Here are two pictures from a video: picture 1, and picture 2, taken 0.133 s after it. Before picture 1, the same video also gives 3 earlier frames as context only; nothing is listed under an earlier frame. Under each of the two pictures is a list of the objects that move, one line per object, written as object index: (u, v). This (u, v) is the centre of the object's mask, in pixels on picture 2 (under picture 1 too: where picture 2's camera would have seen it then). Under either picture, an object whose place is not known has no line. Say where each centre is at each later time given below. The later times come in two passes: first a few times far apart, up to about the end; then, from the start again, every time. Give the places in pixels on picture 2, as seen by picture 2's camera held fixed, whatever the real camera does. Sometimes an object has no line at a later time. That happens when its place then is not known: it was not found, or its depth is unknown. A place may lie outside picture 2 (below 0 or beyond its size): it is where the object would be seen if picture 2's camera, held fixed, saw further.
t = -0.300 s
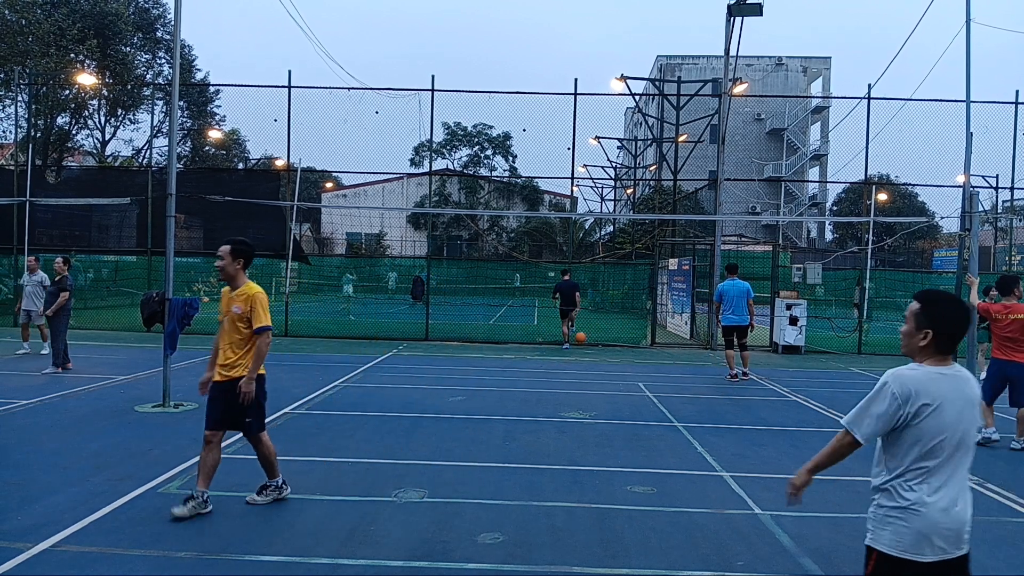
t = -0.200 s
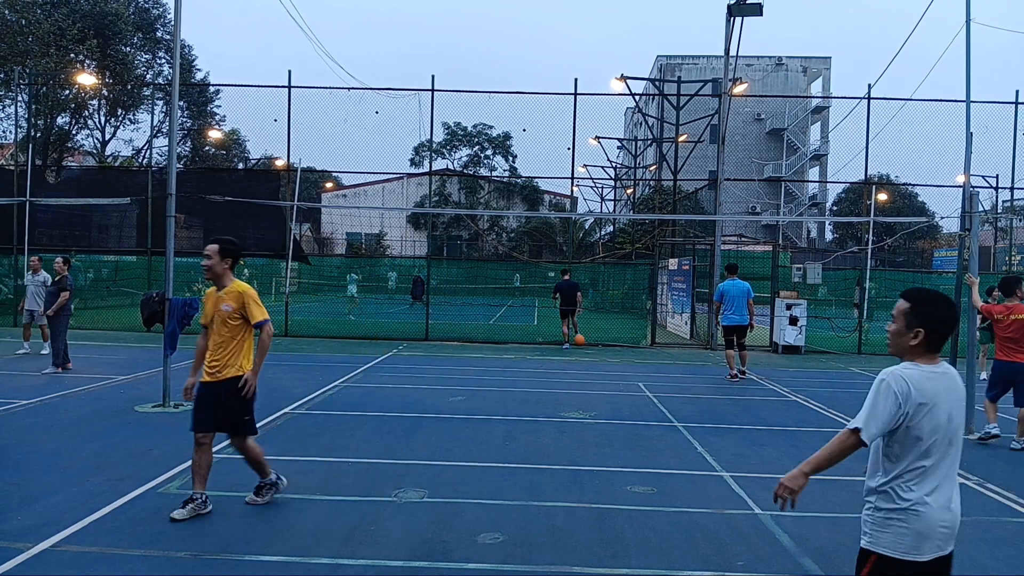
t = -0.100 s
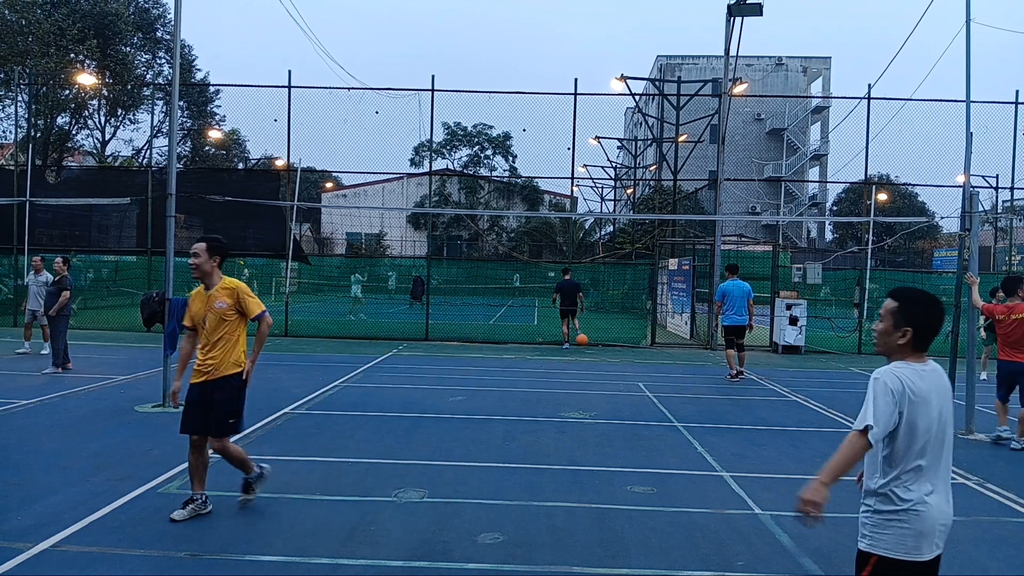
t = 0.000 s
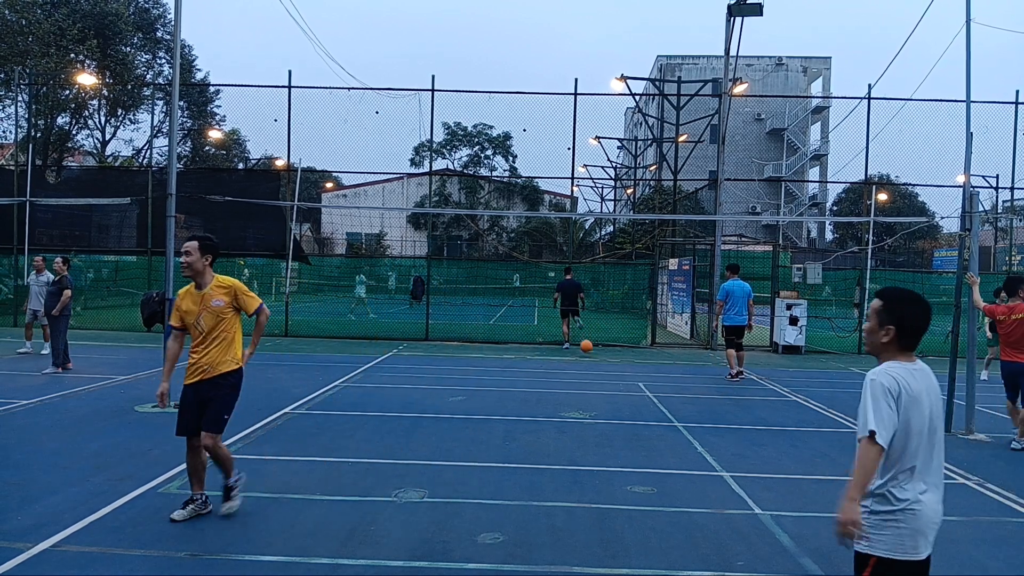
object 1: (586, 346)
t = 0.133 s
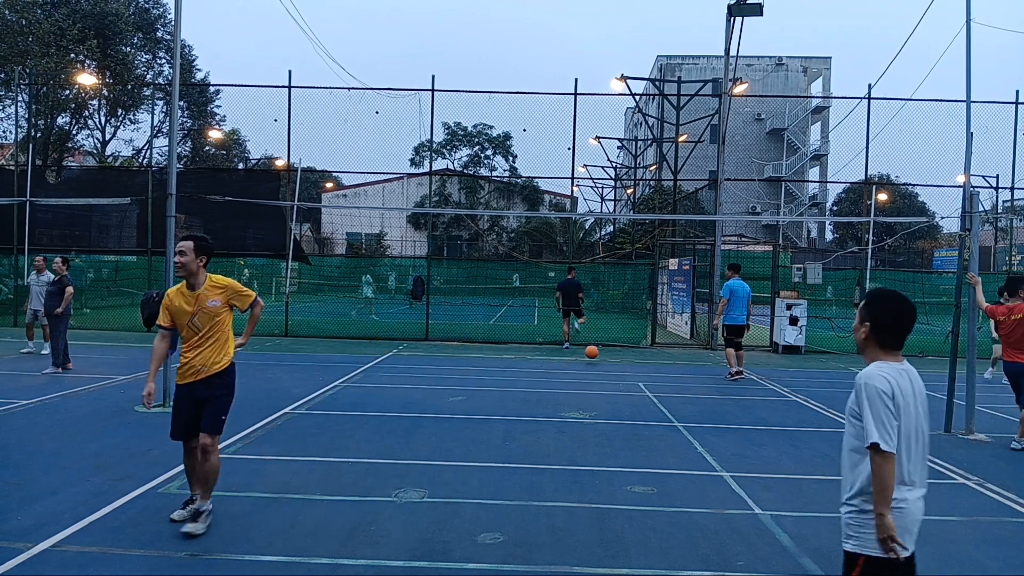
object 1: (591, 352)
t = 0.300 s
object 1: (598, 357)
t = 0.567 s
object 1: (607, 366)
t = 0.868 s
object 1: (617, 379)
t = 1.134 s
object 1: (628, 399)
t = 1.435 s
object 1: (641, 421)
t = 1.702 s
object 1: (657, 434)
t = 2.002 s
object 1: (680, 470)
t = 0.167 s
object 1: (593, 352)
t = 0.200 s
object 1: (594, 352)
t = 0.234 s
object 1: (595, 353)
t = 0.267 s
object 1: (597, 354)
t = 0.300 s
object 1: (598, 357)
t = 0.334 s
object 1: (600, 360)
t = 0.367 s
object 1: (601, 364)
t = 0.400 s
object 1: (602, 369)
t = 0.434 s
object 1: (604, 369)
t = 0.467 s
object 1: (604, 367)
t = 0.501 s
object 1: (605, 366)
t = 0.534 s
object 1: (606, 365)
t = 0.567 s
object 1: (607, 366)
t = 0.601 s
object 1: (608, 367)
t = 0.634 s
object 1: (609, 369)
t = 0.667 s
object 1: (610, 371)
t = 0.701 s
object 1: (611, 375)
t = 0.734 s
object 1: (612, 380)
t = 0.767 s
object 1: (613, 383)
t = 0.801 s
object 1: (615, 381)
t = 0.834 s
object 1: (616, 380)
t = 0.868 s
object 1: (617, 379)
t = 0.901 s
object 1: (618, 379)
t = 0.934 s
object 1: (620, 380)
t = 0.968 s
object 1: (621, 382)
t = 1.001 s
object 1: (622, 385)
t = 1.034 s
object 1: (623, 389)
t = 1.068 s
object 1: (625, 394)
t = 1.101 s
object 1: (626, 400)
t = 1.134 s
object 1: (628, 399)
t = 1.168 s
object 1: (629, 397)
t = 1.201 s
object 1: (630, 396)
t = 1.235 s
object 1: (632, 396)
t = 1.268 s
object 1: (633, 398)
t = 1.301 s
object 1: (635, 400)
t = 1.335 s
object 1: (636, 403)
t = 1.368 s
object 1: (638, 408)
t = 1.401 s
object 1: (640, 413)
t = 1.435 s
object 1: (641, 421)
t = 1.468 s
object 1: (643, 422)
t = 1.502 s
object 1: (645, 421)
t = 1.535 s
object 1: (647, 420)
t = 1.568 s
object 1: (649, 420)
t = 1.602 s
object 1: (651, 421)
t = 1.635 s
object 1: (653, 424)
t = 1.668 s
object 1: (655, 428)
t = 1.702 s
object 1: (657, 434)
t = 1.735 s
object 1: (659, 441)
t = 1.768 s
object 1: (661, 451)
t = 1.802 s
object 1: (664, 454)
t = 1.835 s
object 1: (667, 454)
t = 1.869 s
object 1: (669, 454)
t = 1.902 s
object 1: (671, 455)
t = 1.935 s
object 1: (674, 458)
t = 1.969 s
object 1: (677, 463)
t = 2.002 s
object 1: (680, 470)
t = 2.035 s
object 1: (683, 478)
